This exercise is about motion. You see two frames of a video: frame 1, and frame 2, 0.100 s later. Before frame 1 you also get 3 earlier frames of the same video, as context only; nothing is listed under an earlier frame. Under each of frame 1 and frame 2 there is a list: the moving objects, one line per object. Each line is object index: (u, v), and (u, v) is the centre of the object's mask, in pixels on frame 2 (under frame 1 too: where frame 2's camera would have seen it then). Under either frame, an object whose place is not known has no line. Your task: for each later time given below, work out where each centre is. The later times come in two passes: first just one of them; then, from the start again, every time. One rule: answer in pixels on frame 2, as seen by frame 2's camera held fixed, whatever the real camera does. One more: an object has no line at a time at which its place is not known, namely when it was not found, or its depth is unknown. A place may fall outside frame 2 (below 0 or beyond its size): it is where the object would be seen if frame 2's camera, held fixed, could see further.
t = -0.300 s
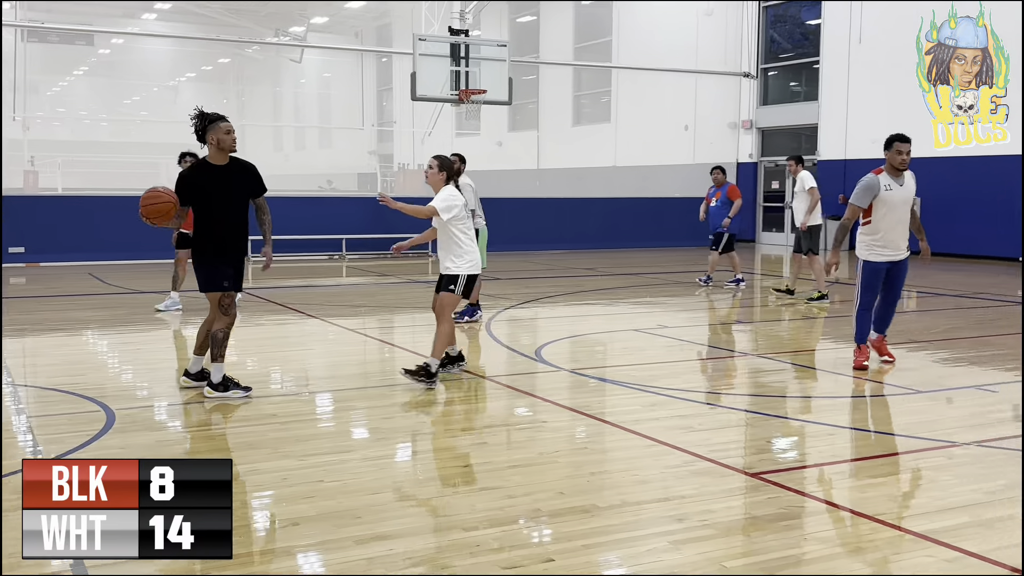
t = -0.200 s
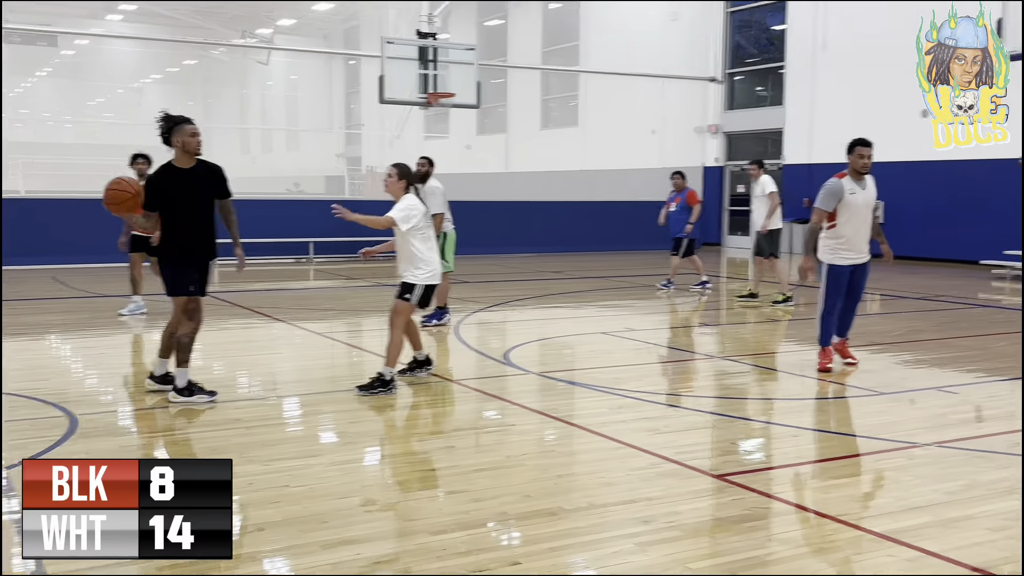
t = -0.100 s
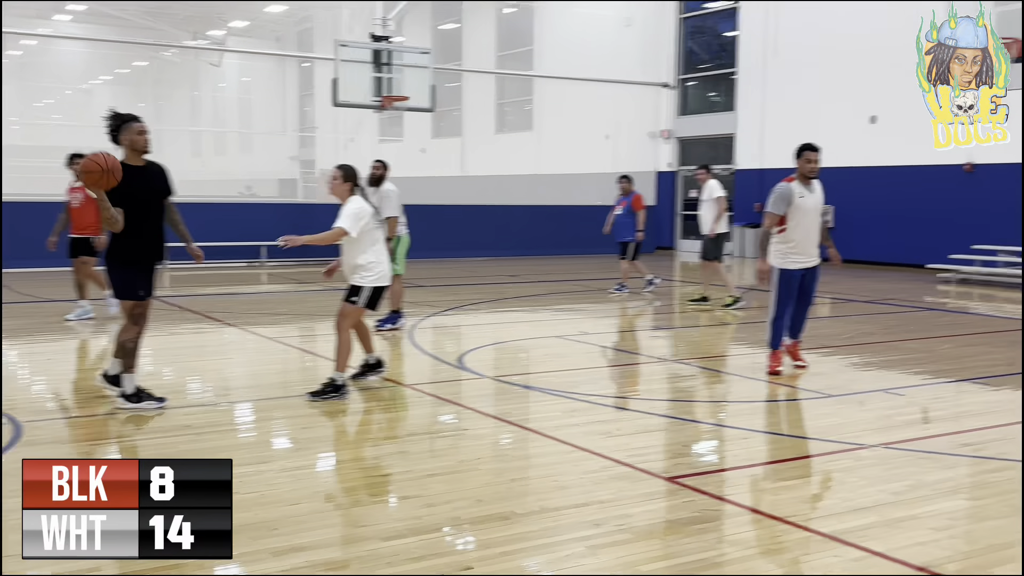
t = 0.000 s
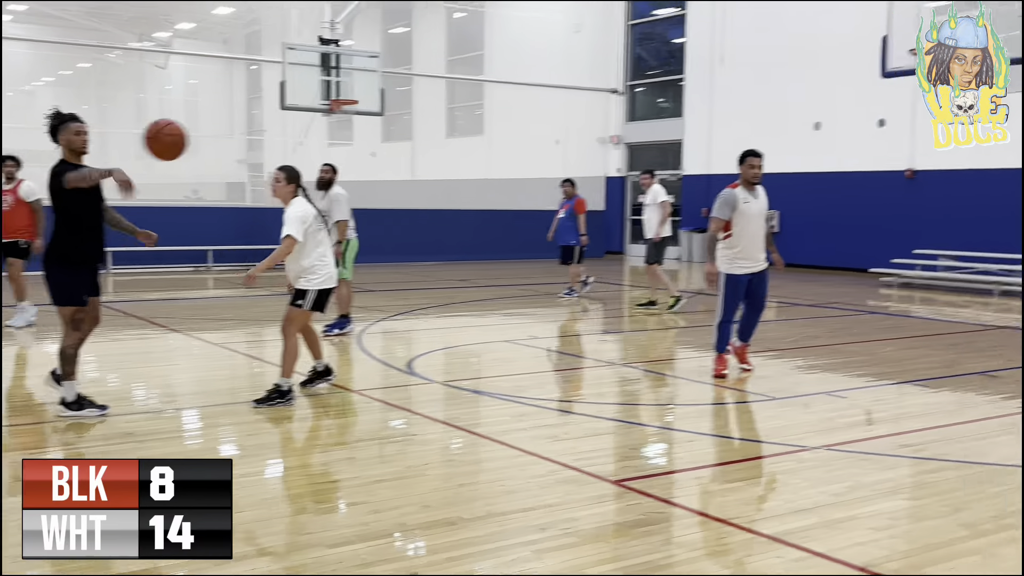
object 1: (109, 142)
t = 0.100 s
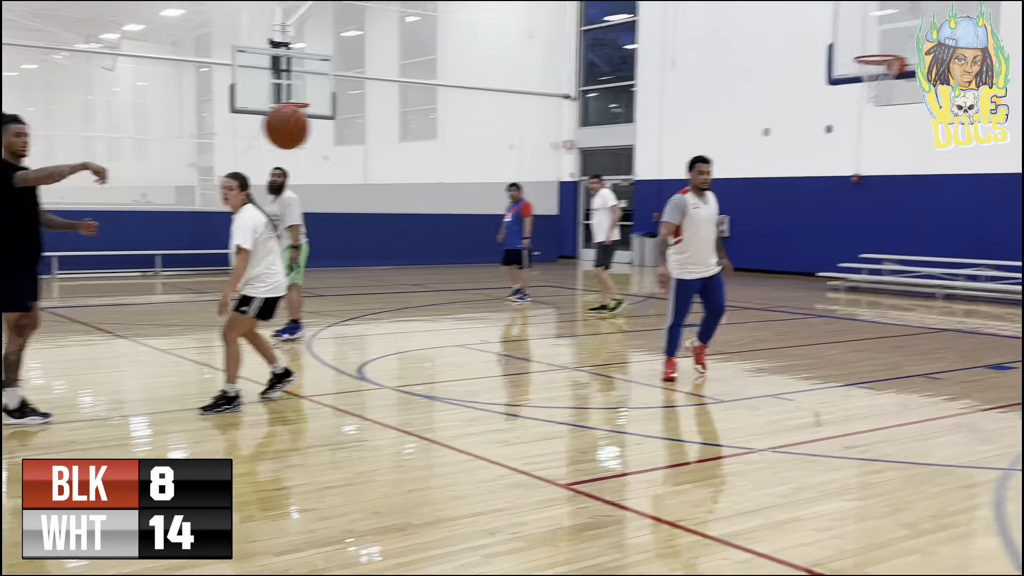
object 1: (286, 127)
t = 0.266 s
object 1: (604, 138)
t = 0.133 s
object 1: (347, 125)
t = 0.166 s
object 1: (409, 125)
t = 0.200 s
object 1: (472, 128)
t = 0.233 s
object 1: (537, 132)
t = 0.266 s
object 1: (604, 138)
